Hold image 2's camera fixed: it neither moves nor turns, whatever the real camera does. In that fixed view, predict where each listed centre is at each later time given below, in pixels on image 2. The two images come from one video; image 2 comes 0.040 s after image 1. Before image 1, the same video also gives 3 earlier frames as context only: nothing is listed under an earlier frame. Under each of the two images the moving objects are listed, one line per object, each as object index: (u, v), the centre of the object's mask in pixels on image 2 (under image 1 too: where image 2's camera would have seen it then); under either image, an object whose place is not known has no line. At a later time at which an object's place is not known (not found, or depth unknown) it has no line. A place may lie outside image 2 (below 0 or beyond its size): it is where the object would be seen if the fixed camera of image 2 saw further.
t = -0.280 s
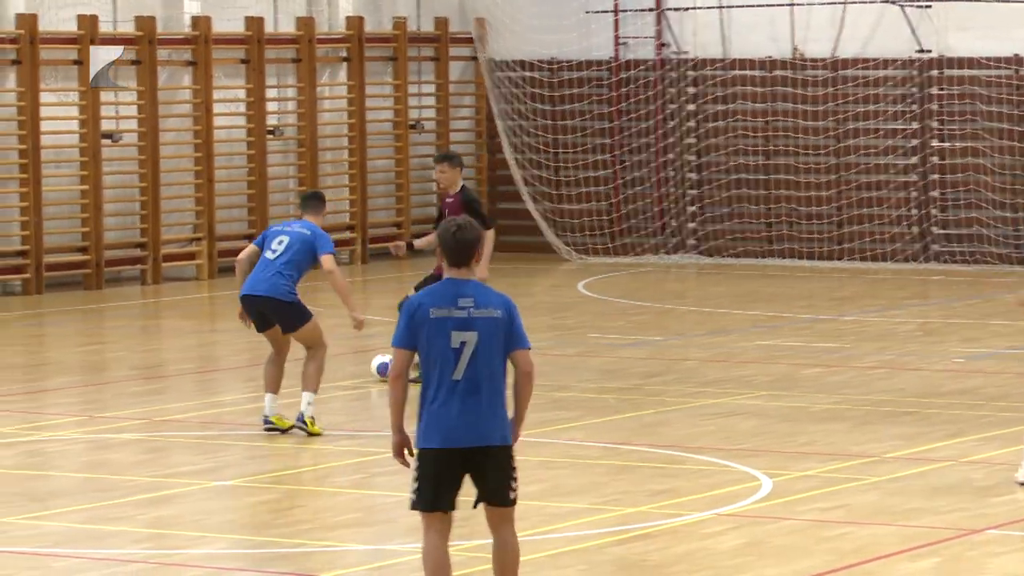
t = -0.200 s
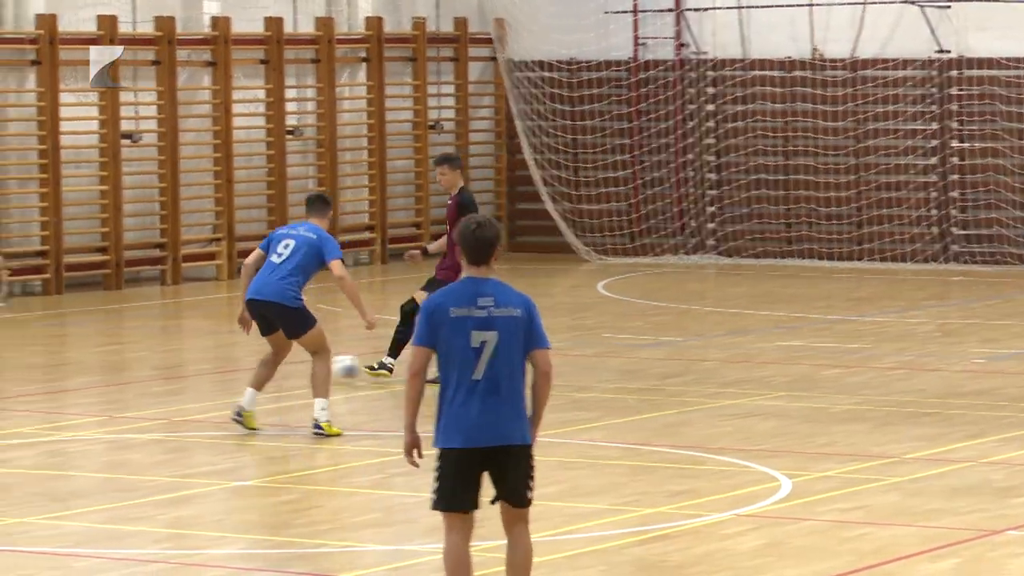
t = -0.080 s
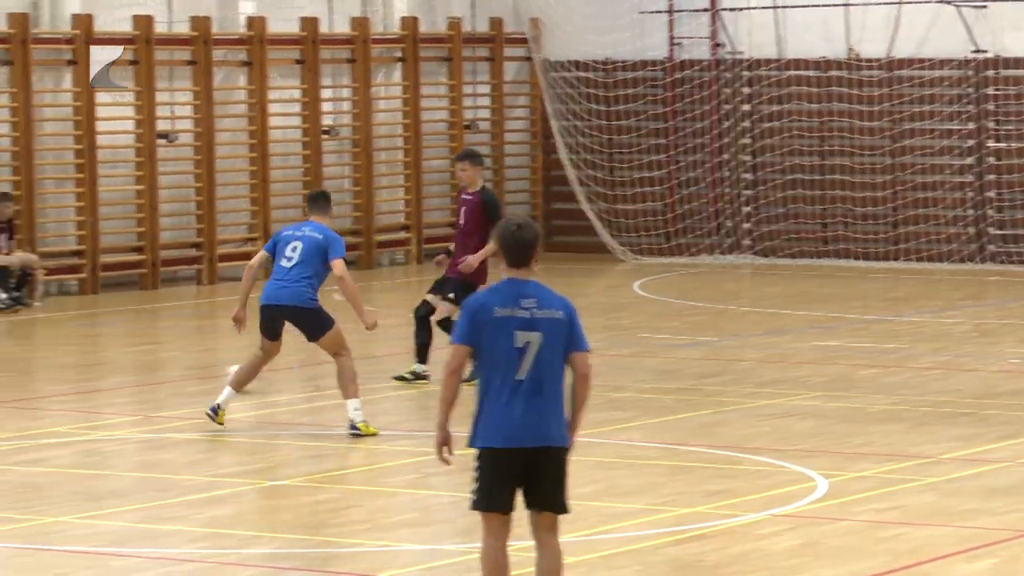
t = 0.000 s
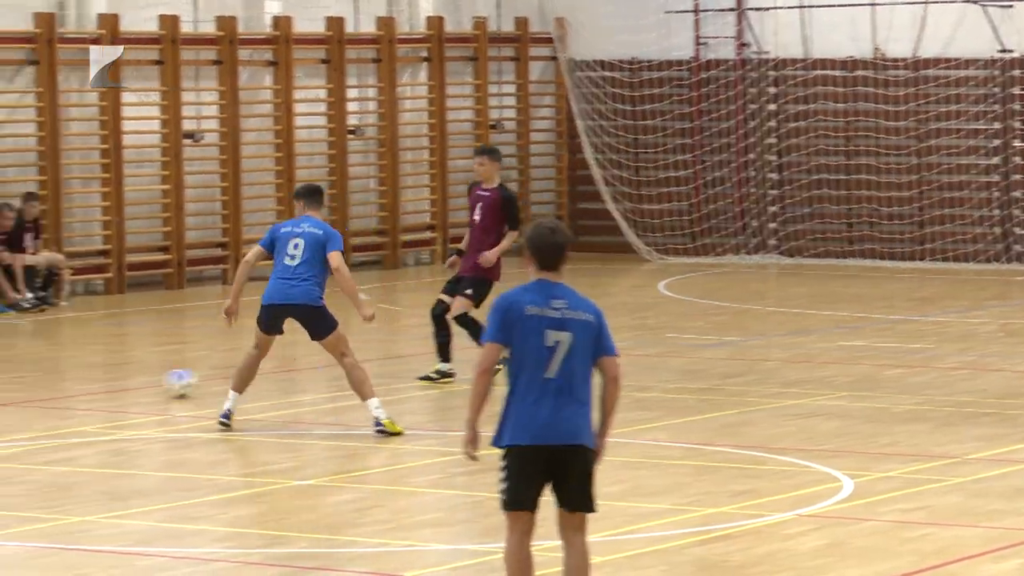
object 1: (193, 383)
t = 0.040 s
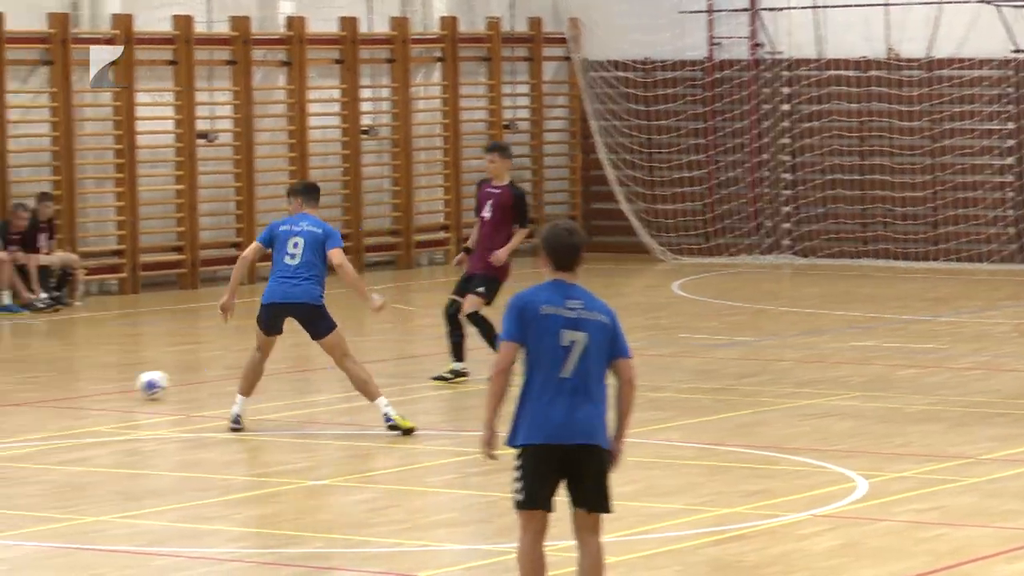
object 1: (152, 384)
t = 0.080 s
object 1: (111, 387)
